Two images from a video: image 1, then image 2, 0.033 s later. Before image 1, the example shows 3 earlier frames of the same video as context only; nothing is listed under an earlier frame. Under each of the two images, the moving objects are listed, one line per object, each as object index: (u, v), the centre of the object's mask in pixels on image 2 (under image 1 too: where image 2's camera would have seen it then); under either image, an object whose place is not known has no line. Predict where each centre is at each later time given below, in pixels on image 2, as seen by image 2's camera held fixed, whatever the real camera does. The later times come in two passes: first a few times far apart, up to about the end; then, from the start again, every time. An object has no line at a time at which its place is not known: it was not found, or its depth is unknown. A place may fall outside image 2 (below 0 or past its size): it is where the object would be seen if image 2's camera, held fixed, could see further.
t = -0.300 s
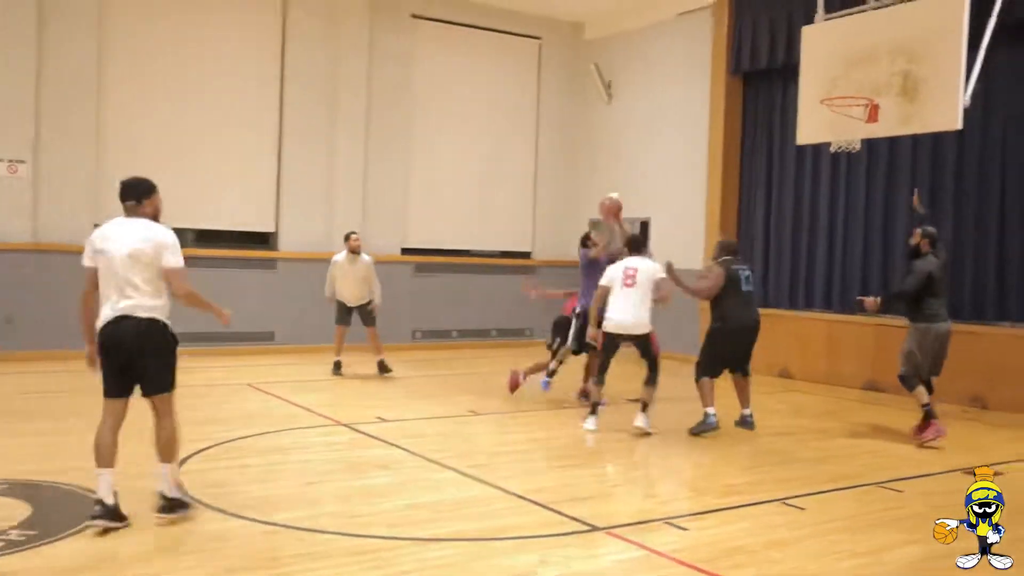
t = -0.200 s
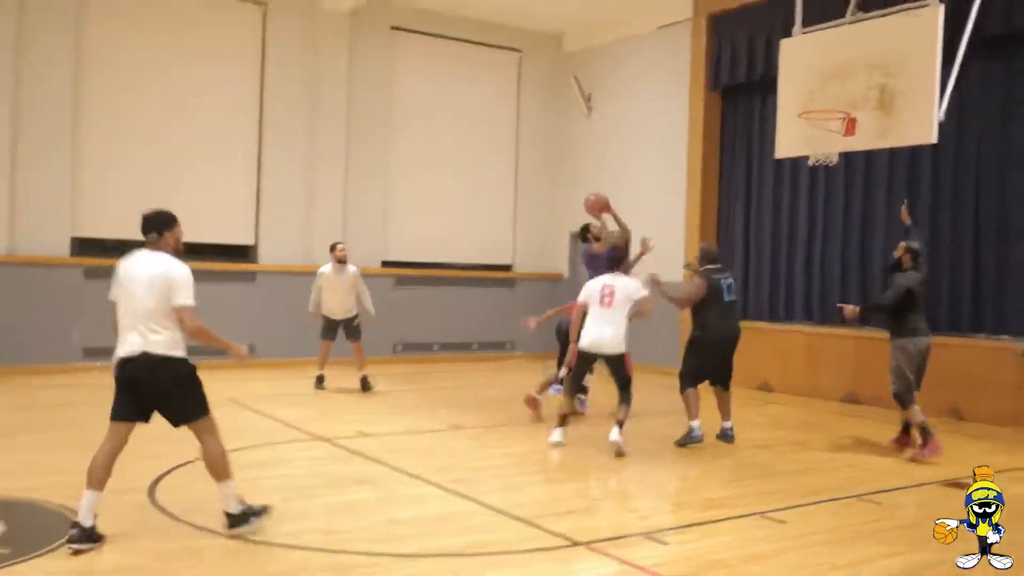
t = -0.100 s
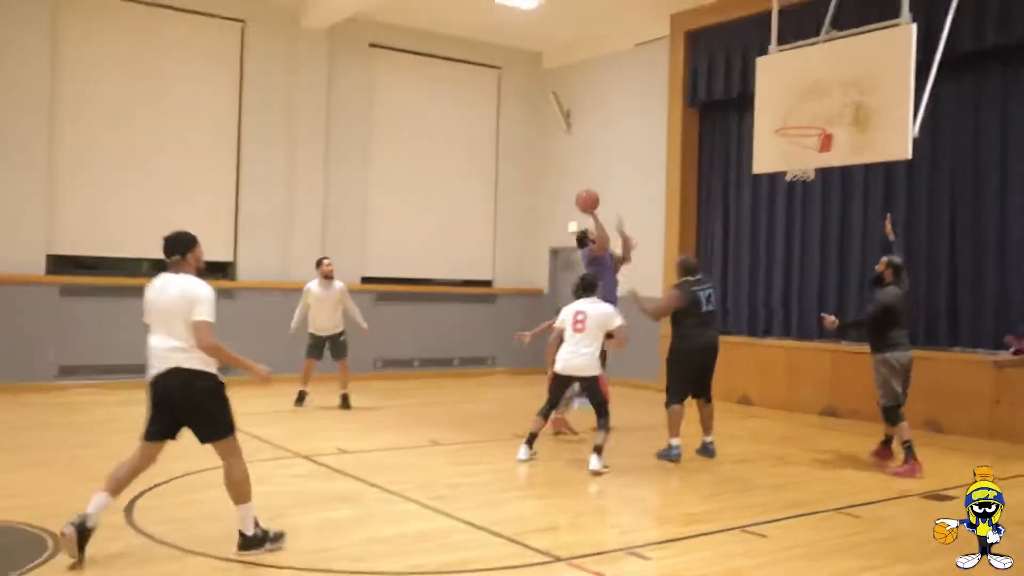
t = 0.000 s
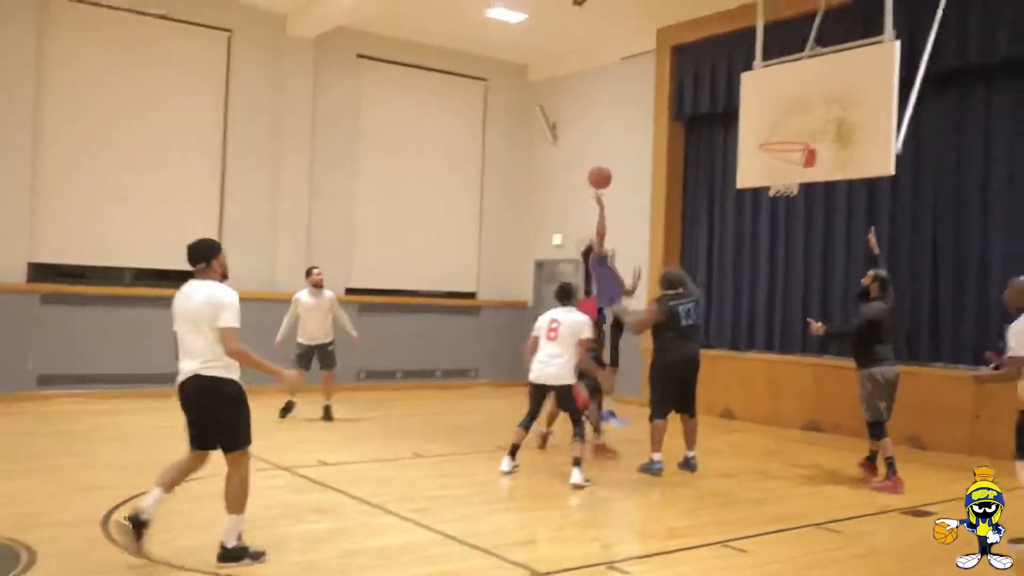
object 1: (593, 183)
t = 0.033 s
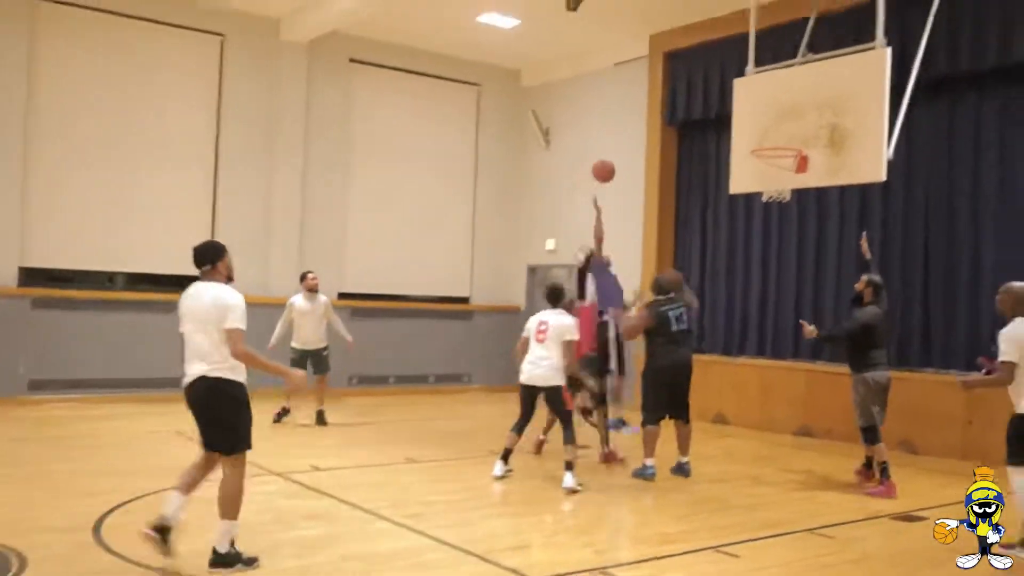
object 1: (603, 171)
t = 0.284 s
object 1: (683, 121)
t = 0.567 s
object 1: (770, 137)
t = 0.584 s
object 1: (775, 140)
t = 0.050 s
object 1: (609, 166)
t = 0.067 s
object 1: (615, 161)
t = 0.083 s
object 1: (620, 156)
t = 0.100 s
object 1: (625, 152)
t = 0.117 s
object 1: (630, 148)
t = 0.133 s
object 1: (636, 144)
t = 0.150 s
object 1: (641, 140)
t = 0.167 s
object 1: (646, 138)
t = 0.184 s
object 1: (651, 135)
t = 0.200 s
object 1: (657, 132)
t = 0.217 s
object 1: (662, 129)
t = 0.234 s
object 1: (668, 126)
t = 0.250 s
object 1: (673, 124)
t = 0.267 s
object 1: (678, 123)
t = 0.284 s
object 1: (683, 121)
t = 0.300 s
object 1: (689, 120)
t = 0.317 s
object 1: (692, 119)
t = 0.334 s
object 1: (699, 119)
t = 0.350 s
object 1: (704, 118)
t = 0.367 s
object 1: (709, 119)
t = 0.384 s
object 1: (714, 119)
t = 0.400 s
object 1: (719, 119)
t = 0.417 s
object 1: (725, 119)
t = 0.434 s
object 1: (729, 120)
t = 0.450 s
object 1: (734, 121)
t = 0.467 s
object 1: (739, 123)
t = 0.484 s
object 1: (744, 125)
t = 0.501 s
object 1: (750, 127)
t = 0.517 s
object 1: (755, 129)
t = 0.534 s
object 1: (760, 131)
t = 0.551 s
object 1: (764, 134)
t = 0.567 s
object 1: (770, 137)
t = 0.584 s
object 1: (775, 140)
